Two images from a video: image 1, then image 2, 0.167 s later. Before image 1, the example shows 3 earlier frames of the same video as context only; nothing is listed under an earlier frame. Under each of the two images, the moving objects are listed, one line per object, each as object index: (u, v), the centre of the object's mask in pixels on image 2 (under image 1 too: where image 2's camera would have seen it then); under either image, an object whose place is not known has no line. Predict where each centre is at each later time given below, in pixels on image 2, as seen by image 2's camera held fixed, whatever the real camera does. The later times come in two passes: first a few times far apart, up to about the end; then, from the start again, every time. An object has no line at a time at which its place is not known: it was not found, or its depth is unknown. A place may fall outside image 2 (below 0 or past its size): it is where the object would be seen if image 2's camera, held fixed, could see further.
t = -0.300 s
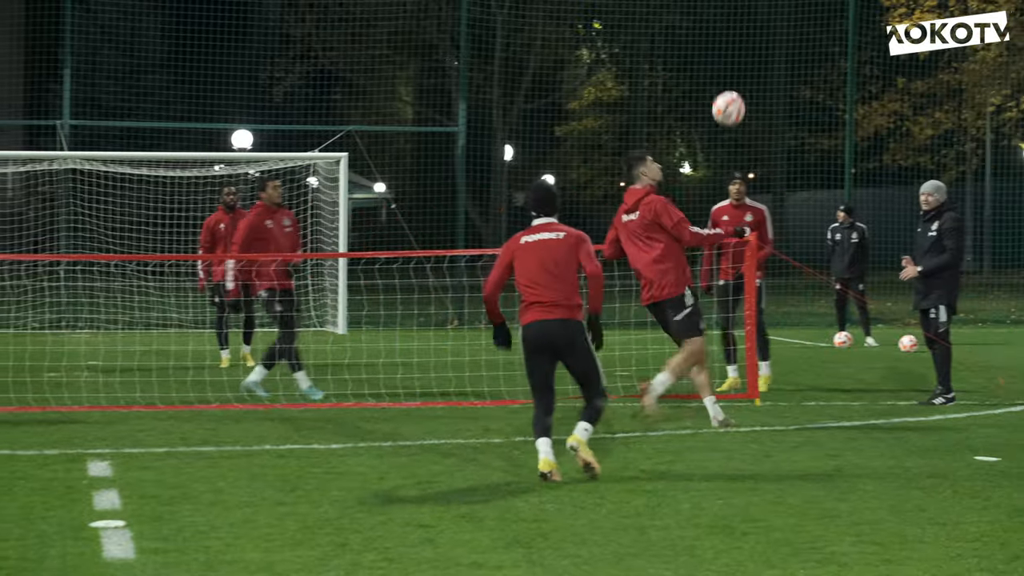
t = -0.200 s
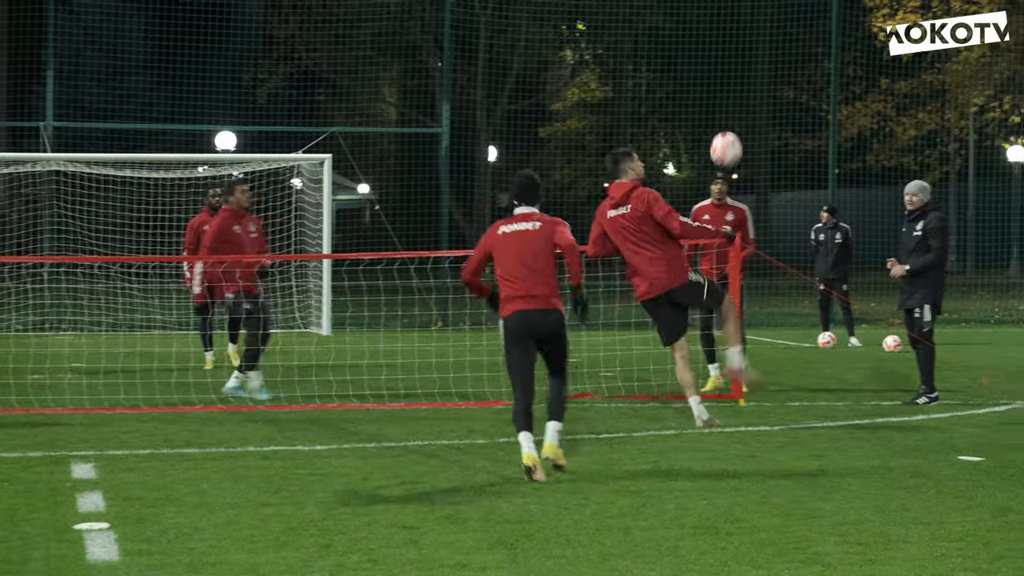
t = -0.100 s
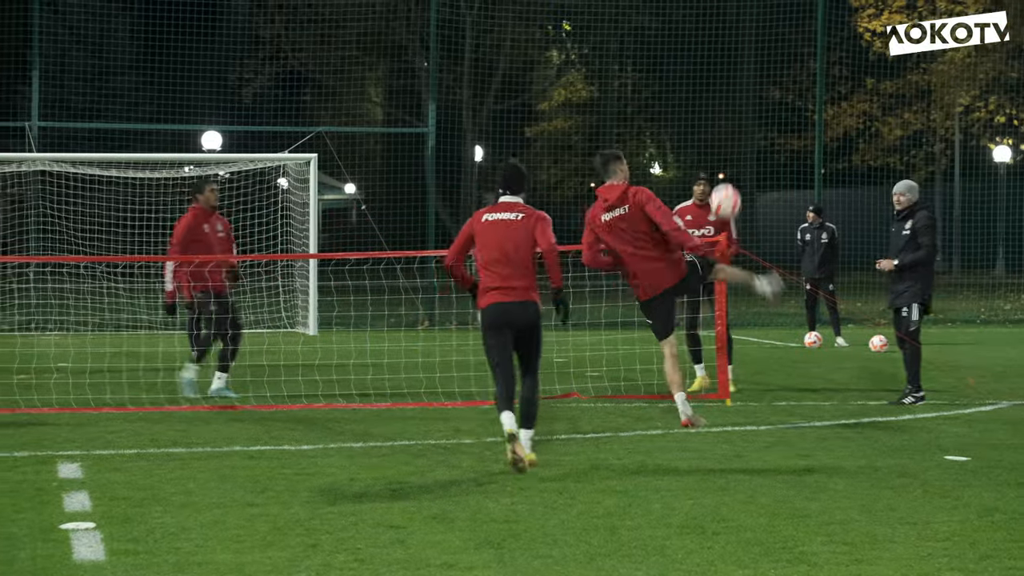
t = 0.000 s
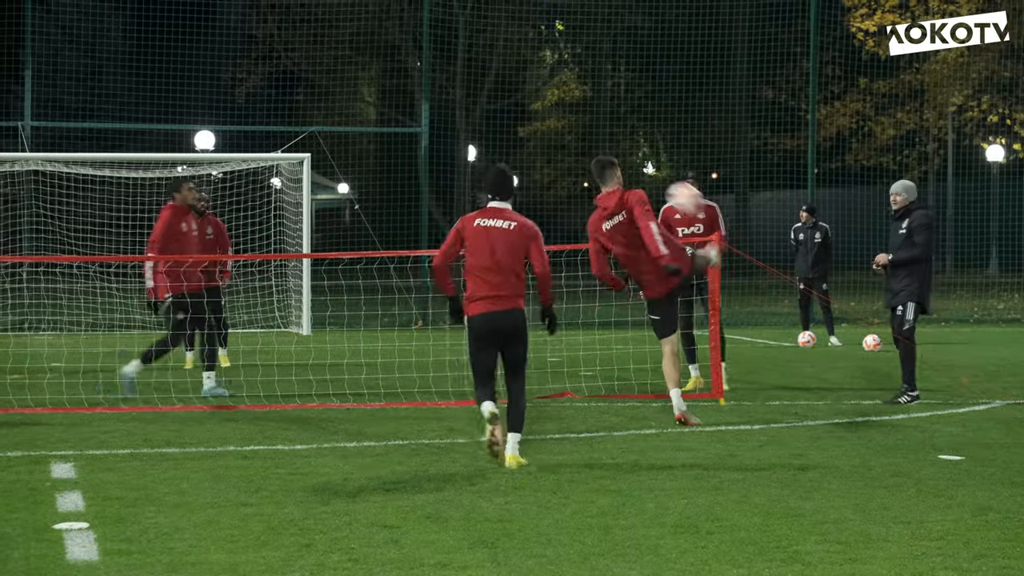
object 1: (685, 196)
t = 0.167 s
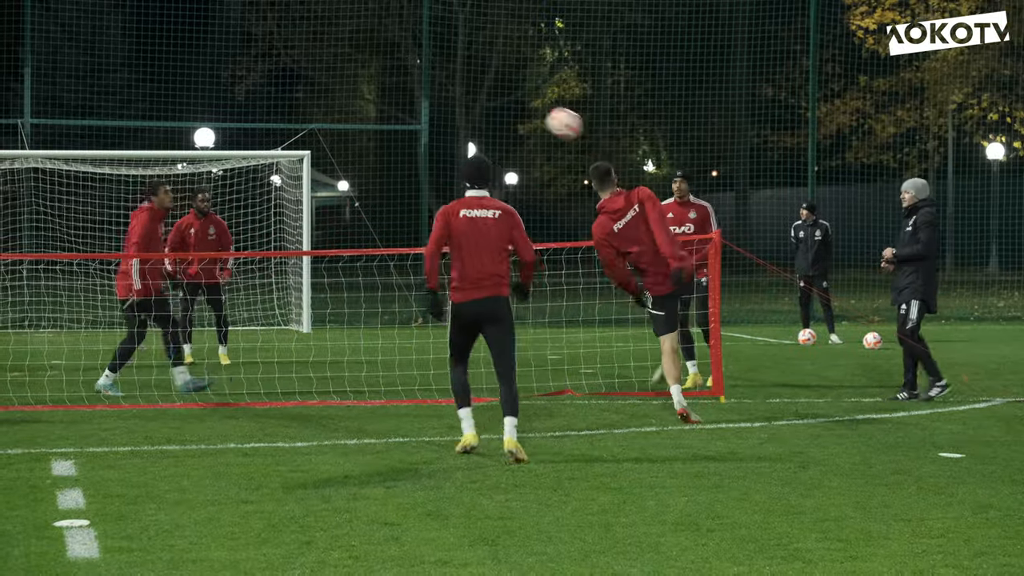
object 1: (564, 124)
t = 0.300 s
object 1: (470, 94)
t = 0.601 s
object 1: (274, 109)
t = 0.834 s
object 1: (128, 199)
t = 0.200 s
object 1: (539, 114)
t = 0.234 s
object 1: (516, 106)
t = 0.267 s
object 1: (493, 99)
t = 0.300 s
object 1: (470, 94)
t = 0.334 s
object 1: (448, 91)
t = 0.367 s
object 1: (425, 87)
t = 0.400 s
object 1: (403, 86)
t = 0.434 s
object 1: (381, 87)
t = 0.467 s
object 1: (360, 88)
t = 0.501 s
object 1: (338, 92)
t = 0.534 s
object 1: (316, 96)
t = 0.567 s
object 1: (295, 102)
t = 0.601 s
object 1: (274, 109)
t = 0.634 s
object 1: (252, 118)
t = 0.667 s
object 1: (232, 128)
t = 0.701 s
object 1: (212, 138)
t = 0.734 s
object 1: (188, 153)
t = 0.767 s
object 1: (169, 166)
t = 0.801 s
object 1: (148, 182)
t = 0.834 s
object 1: (128, 199)
